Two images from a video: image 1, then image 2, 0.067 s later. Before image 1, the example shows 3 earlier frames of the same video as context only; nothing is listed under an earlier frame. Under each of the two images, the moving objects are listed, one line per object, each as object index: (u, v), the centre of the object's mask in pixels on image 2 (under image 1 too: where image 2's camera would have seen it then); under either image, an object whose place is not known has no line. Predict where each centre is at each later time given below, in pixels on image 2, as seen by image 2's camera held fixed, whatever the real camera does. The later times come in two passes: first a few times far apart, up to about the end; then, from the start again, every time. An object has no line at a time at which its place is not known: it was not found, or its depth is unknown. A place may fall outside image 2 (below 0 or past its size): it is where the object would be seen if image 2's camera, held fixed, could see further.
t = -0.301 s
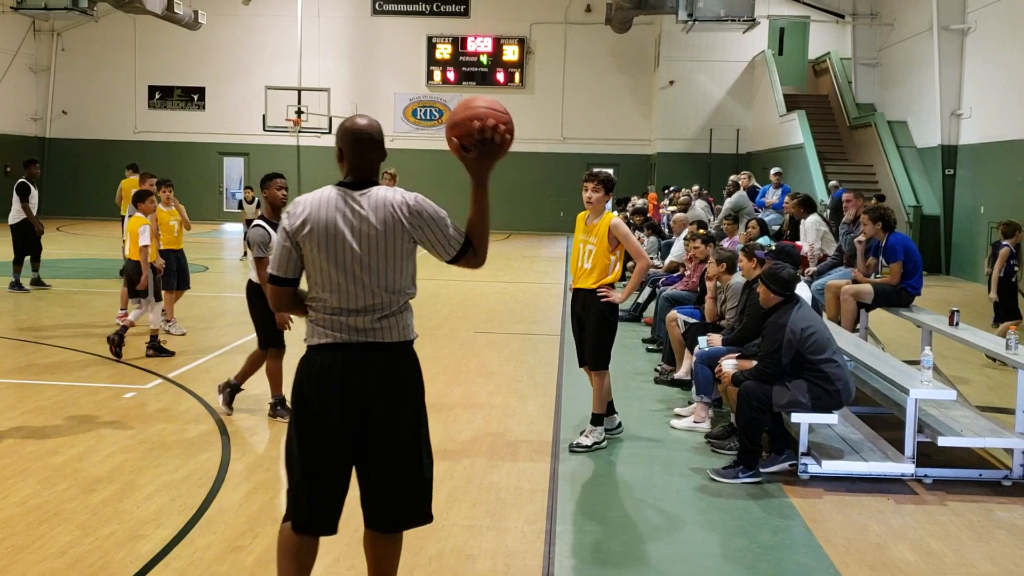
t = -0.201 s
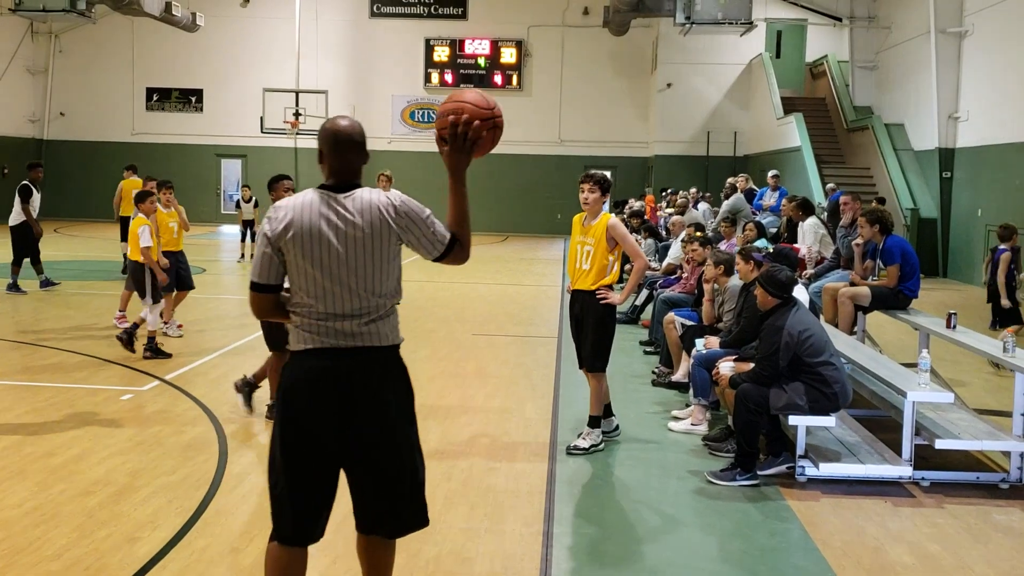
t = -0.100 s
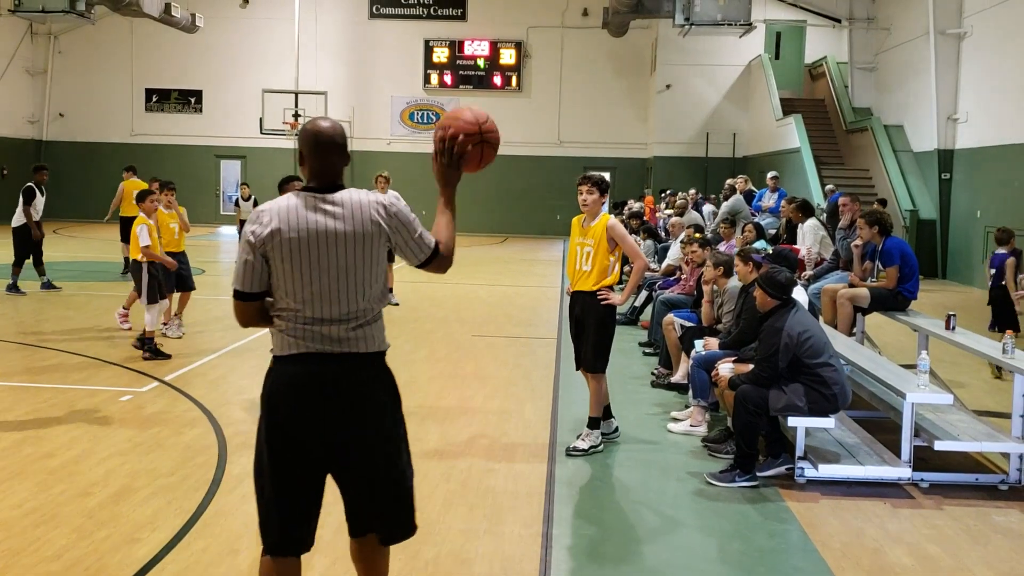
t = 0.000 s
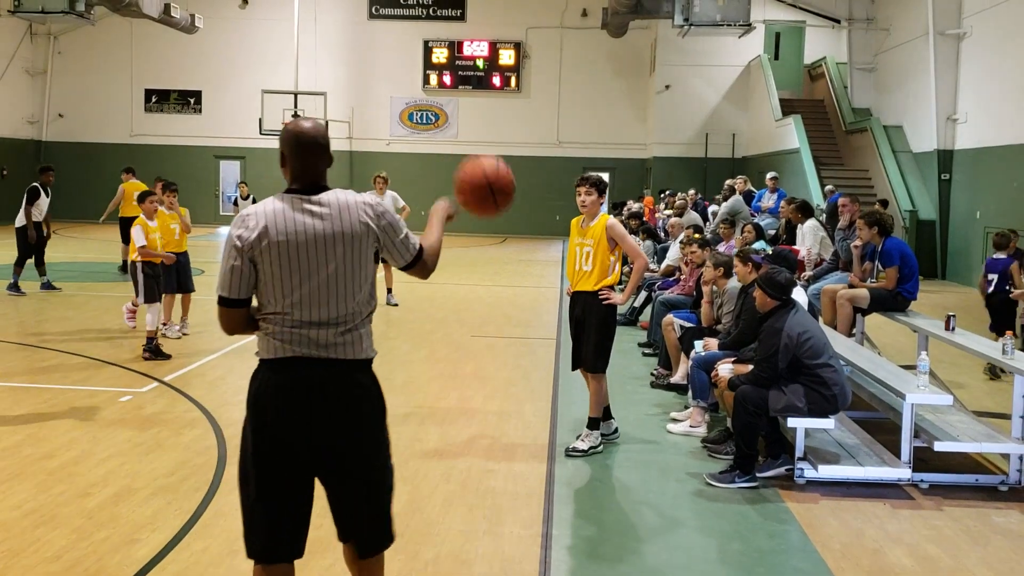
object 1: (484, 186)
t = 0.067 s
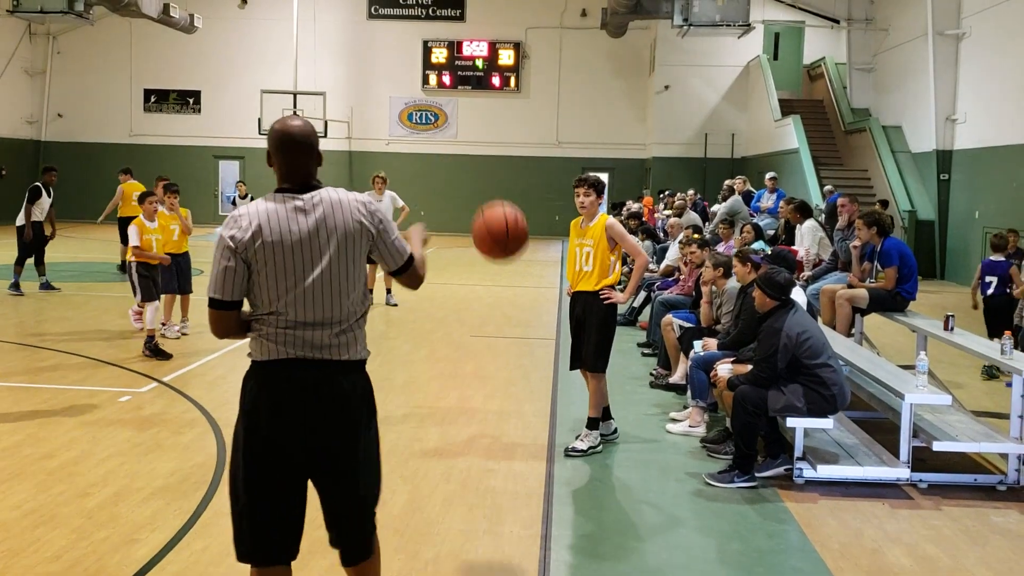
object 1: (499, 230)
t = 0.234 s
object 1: (531, 364)
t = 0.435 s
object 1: (554, 417)
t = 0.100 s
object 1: (507, 255)
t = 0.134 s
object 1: (514, 283)
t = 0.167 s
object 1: (520, 310)
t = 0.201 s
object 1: (526, 336)
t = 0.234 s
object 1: (531, 364)
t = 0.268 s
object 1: (535, 394)
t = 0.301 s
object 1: (540, 423)
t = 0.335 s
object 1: (544, 453)
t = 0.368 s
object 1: (548, 478)
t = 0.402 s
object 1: (551, 446)
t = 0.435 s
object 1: (554, 417)
